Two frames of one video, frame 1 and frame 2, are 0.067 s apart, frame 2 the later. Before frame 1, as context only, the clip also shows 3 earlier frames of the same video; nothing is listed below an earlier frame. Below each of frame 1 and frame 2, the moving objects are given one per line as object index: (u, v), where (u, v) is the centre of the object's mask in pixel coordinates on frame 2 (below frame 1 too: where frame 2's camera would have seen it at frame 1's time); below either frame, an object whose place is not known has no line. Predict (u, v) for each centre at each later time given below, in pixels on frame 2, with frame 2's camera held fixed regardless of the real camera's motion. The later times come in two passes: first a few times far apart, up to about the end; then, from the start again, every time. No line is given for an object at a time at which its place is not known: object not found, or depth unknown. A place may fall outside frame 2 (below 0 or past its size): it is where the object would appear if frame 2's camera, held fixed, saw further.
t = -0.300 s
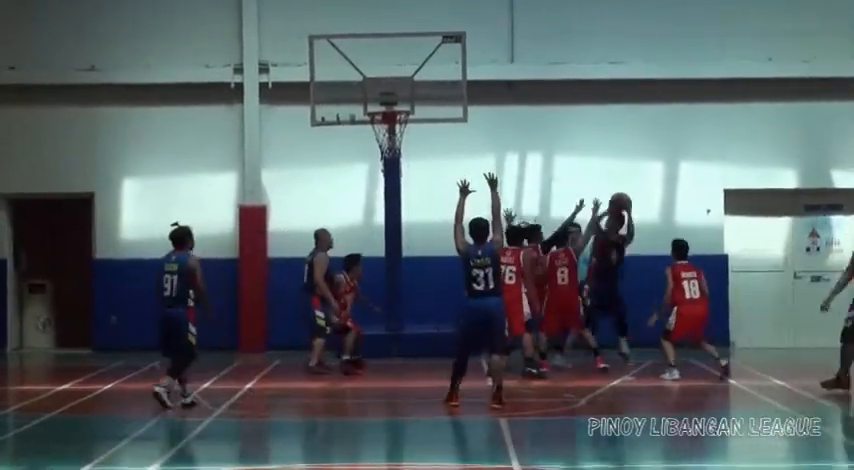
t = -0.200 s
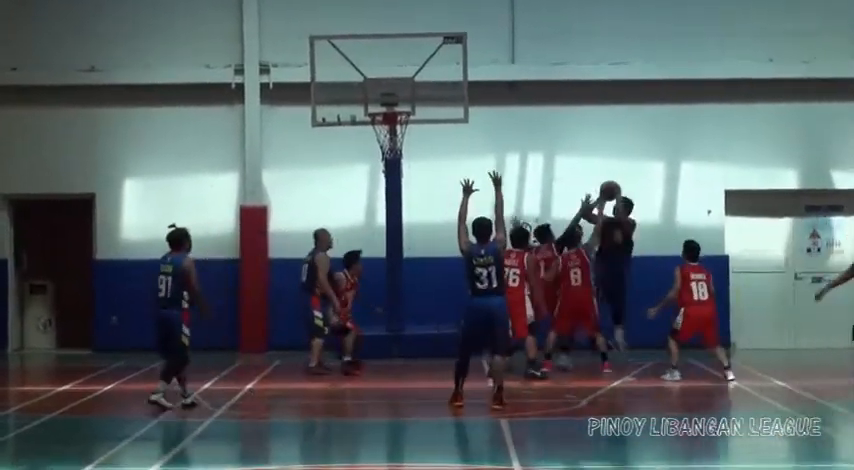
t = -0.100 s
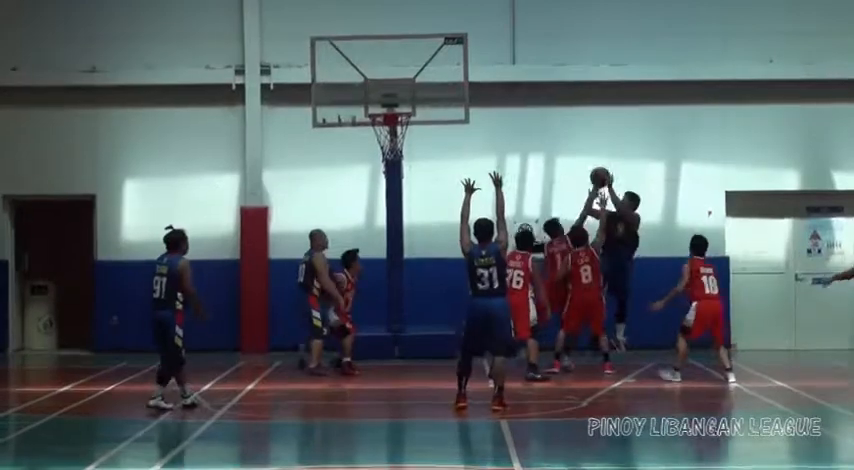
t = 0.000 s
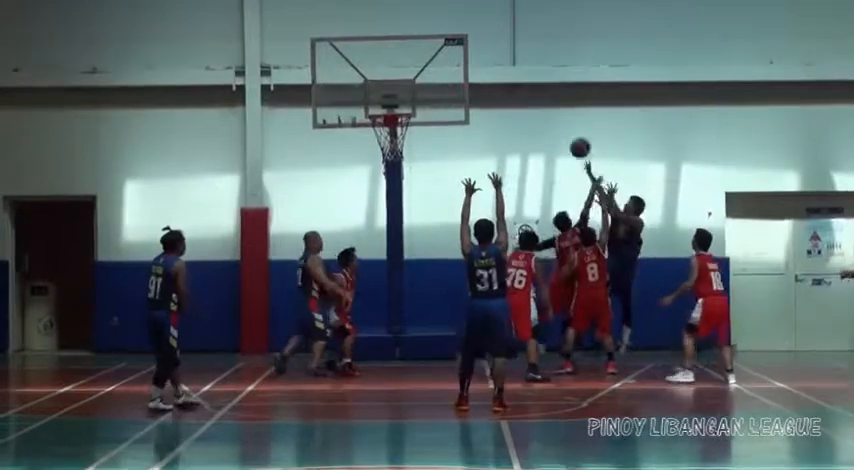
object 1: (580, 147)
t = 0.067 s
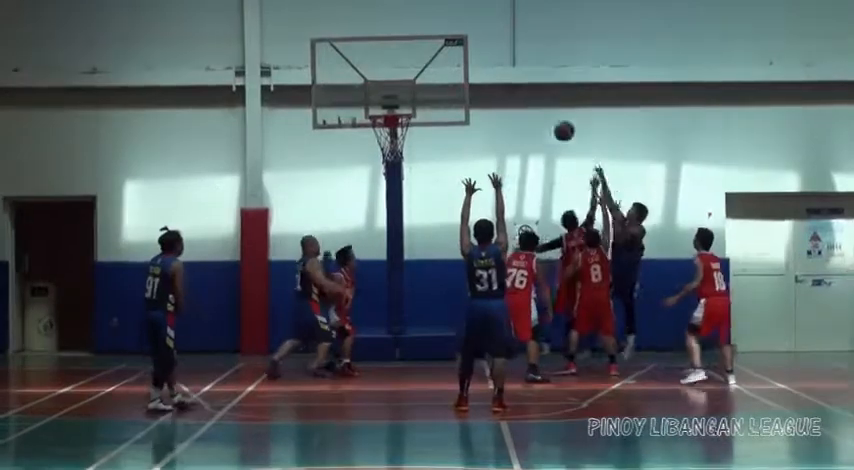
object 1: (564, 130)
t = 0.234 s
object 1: (524, 104)
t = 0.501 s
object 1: (491, 106)
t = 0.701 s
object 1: (532, 140)
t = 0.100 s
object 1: (556, 123)
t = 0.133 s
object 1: (548, 117)
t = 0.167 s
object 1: (540, 112)
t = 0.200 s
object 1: (532, 107)
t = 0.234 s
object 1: (524, 104)
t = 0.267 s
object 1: (516, 101)
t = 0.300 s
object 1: (508, 100)
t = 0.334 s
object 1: (501, 99)
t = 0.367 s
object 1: (493, 100)
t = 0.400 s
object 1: (485, 101)
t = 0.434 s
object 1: (478, 104)
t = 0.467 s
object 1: (485, 103)
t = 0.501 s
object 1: (491, 106)
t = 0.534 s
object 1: (498, 110)
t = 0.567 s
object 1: (506, 115)
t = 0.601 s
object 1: (512, 118)
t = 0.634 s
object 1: (519, 125)
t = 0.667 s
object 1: (526, 132)
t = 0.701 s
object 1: (532, 140)
